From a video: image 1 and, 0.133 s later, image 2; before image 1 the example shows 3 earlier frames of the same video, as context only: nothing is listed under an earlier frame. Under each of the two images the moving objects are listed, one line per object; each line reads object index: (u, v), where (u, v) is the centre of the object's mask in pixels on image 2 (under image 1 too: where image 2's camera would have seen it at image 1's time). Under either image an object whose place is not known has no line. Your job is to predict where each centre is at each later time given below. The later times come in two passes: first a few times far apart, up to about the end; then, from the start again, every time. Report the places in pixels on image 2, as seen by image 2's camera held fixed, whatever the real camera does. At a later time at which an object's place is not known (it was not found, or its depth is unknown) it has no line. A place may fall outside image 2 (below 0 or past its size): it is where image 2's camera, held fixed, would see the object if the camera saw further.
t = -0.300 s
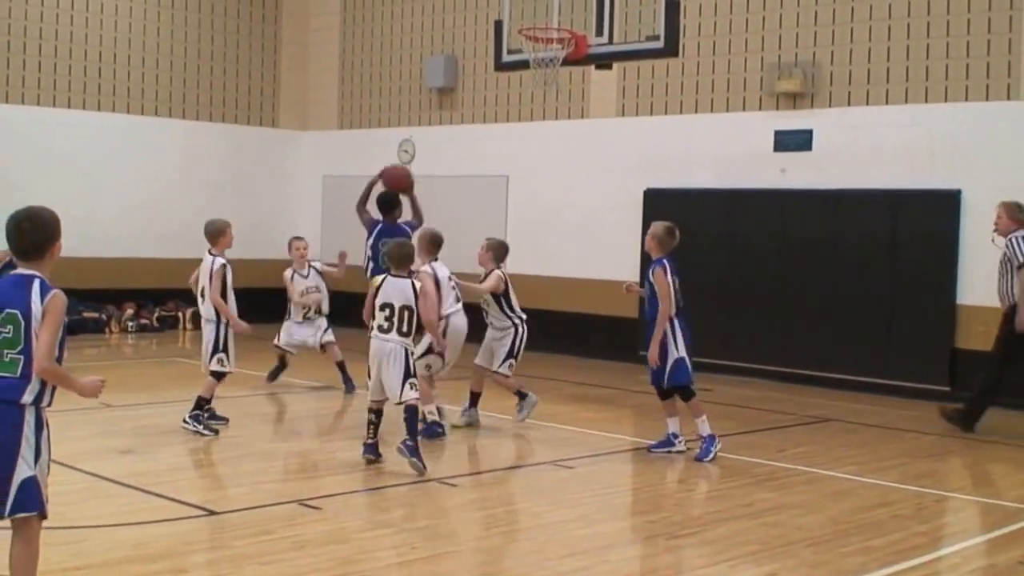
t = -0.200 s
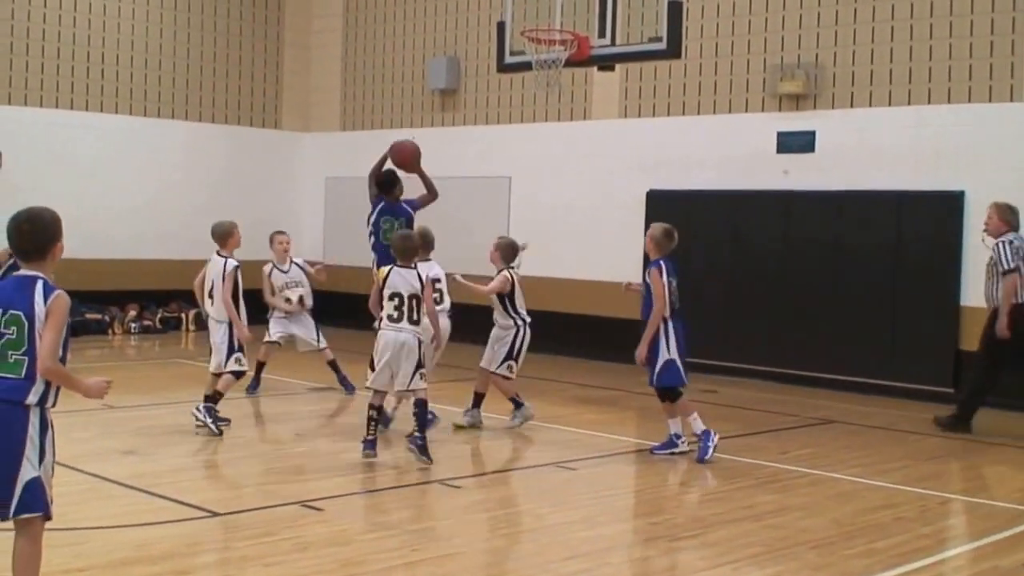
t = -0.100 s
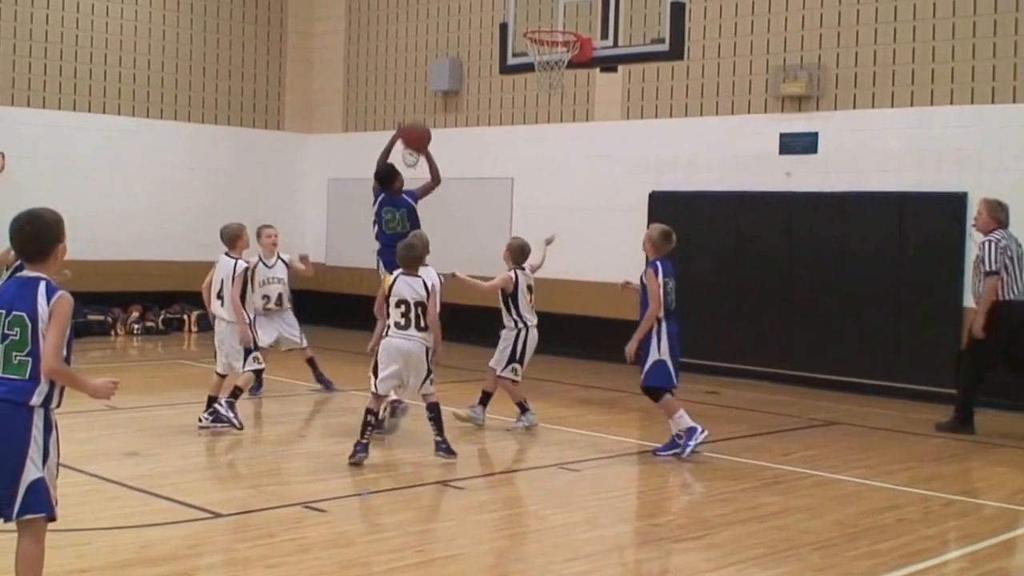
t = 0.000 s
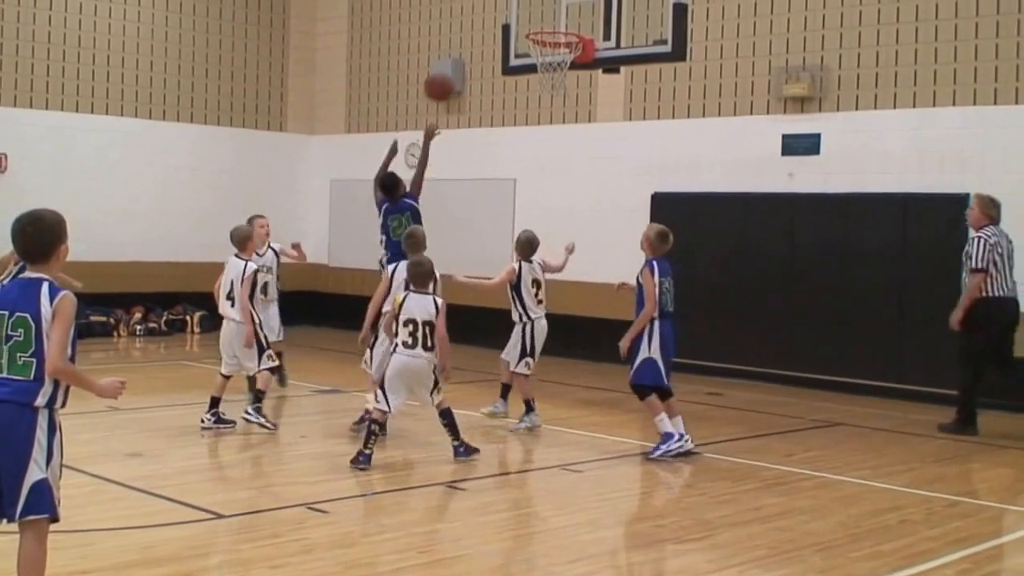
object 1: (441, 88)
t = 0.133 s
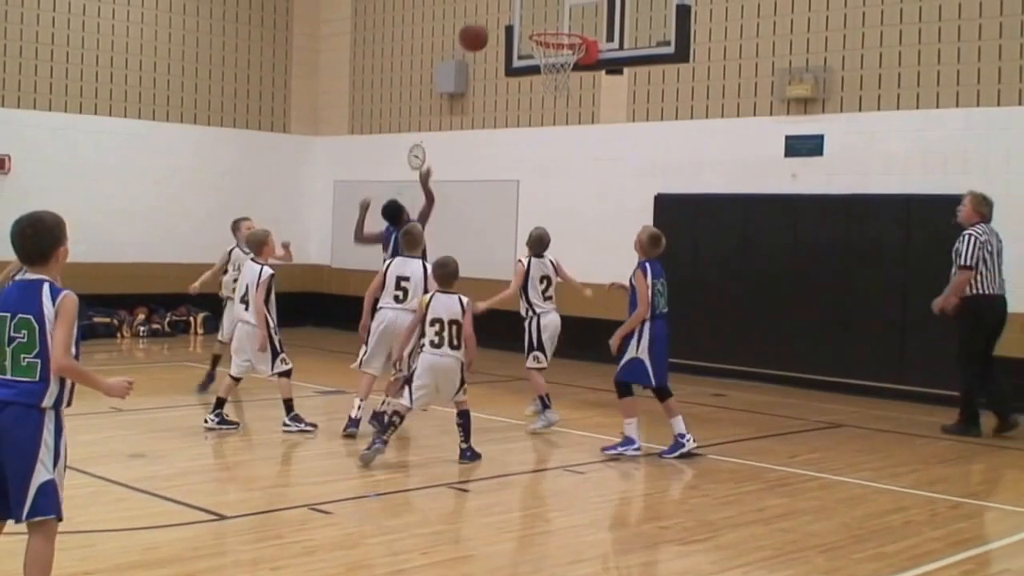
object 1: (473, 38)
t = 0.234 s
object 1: (495, 14)
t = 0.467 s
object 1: (544, 11)
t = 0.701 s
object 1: (551, 45)
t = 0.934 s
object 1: (556, 97)
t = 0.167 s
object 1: (481, 28)
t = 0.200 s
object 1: (488, 21)
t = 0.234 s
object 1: (495, 14)
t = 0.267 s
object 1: (502, 10)
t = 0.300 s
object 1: (510, 9)
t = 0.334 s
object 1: (517, 8)
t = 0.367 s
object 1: (524, 7)
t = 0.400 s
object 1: (530, 8)
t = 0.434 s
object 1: (537, 9)
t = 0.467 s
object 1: (544, 11)
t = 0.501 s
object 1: (550, 16)
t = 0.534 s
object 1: (557, 21)
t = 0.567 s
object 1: (563, 29)
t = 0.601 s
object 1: (568, 37)
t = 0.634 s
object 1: (564, 38)
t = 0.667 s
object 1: (558, 42)
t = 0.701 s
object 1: (551, 45)
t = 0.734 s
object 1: (549, 48)
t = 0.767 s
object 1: (547, 54)
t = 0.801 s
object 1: (550, 64)
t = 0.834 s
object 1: (553, 69)
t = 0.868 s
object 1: (554, 77)
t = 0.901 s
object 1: (555, 91)
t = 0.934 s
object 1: (556, 97)
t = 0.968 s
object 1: (557, 109)
